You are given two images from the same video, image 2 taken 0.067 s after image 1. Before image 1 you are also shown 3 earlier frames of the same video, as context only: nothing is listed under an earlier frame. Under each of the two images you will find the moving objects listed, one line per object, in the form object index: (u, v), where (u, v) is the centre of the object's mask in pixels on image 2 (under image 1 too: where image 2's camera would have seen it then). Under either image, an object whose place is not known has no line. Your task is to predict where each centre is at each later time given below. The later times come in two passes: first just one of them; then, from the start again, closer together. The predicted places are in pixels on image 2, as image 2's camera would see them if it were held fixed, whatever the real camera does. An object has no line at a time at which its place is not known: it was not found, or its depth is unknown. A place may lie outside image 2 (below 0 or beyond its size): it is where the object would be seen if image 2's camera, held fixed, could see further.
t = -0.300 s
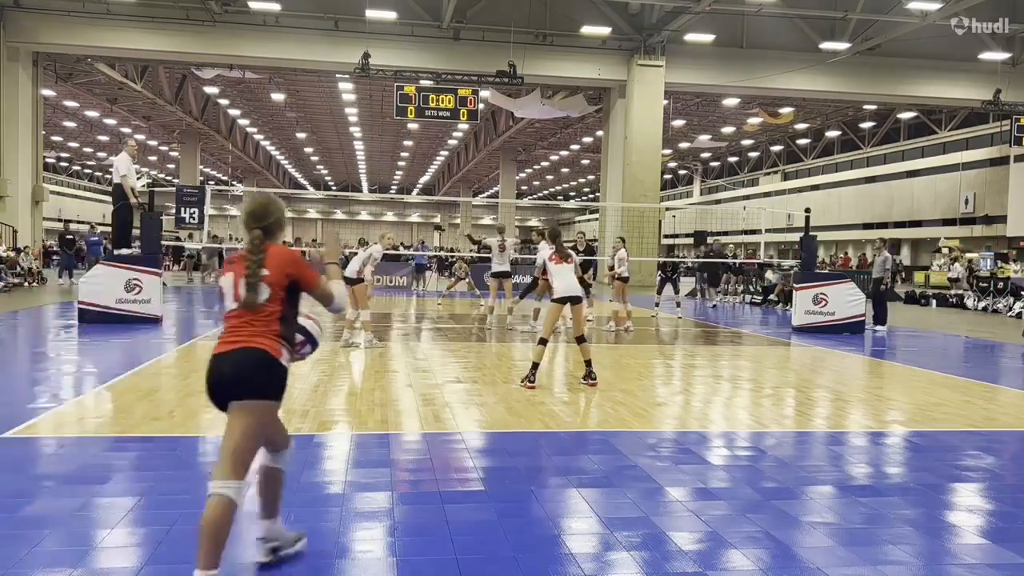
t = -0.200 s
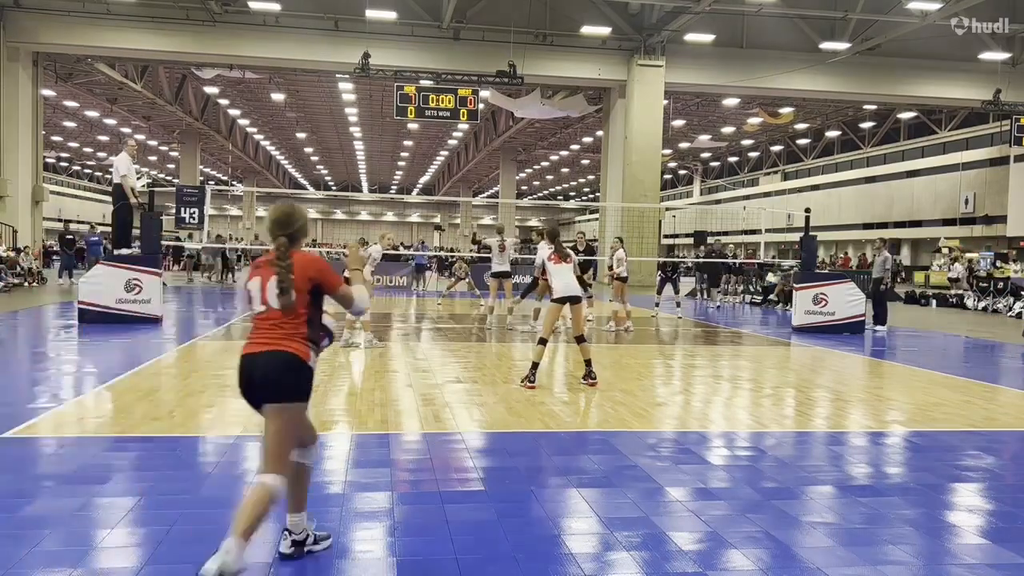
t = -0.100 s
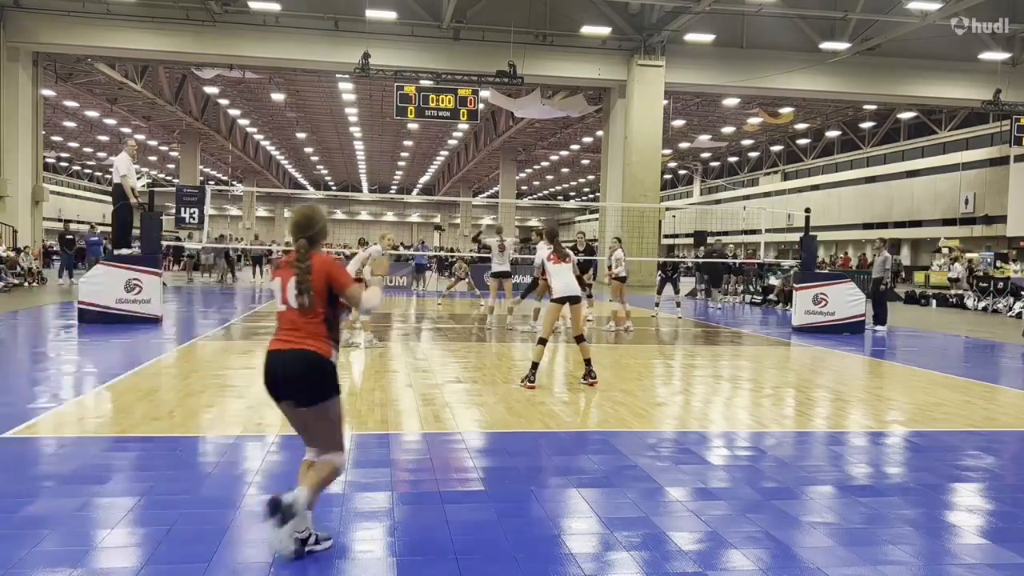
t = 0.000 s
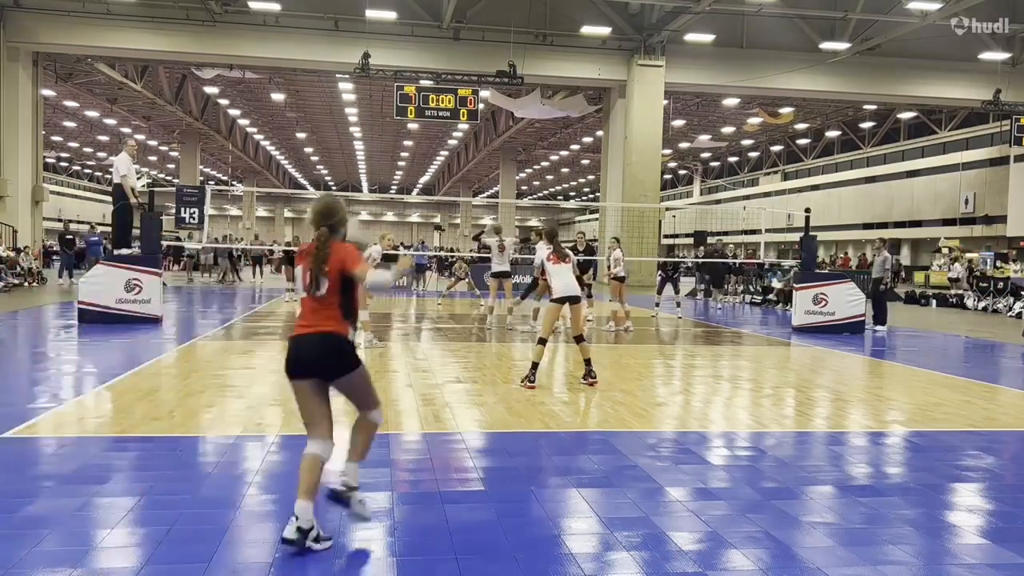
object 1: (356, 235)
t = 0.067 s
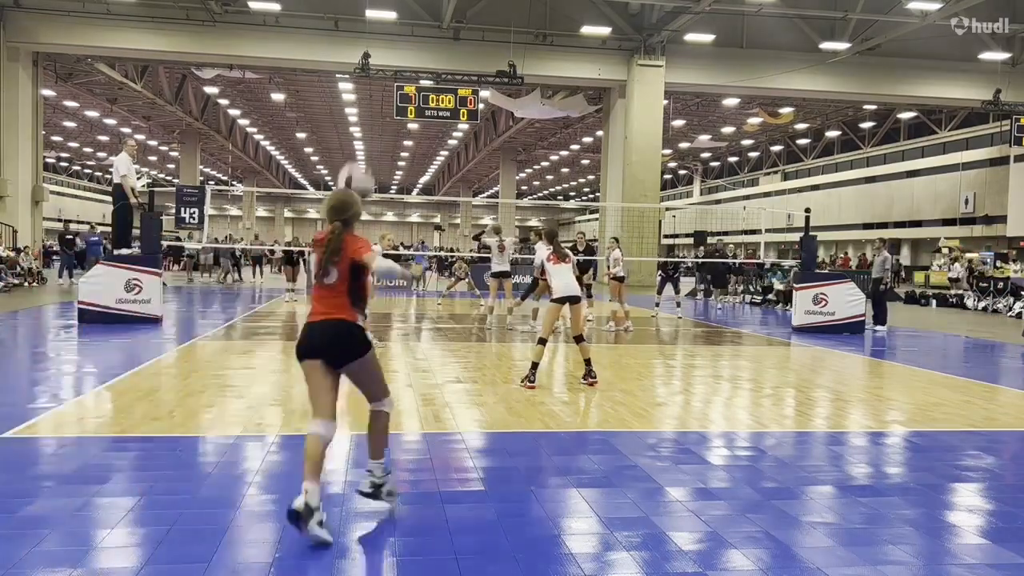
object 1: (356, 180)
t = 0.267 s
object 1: (368, 77)
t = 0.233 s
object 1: (367, 87)
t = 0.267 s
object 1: (368, 77)
